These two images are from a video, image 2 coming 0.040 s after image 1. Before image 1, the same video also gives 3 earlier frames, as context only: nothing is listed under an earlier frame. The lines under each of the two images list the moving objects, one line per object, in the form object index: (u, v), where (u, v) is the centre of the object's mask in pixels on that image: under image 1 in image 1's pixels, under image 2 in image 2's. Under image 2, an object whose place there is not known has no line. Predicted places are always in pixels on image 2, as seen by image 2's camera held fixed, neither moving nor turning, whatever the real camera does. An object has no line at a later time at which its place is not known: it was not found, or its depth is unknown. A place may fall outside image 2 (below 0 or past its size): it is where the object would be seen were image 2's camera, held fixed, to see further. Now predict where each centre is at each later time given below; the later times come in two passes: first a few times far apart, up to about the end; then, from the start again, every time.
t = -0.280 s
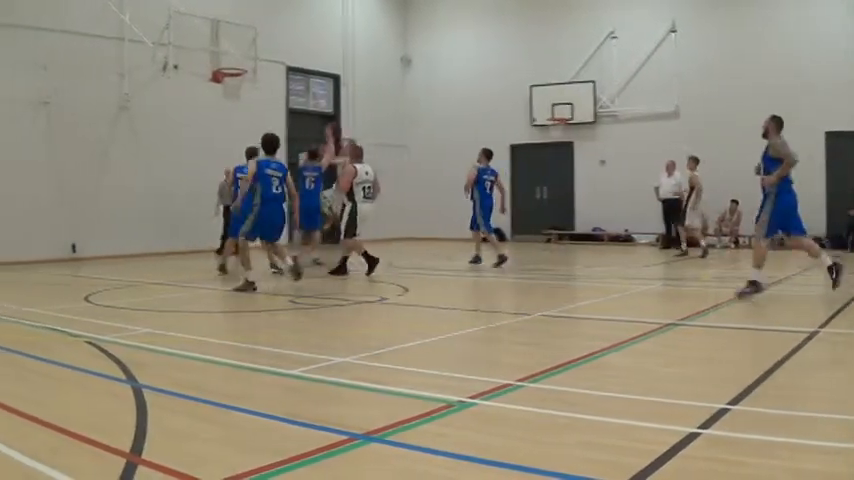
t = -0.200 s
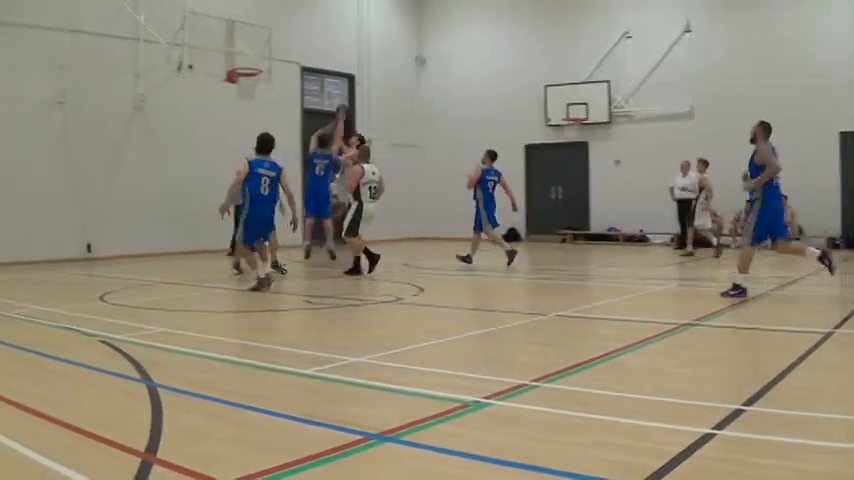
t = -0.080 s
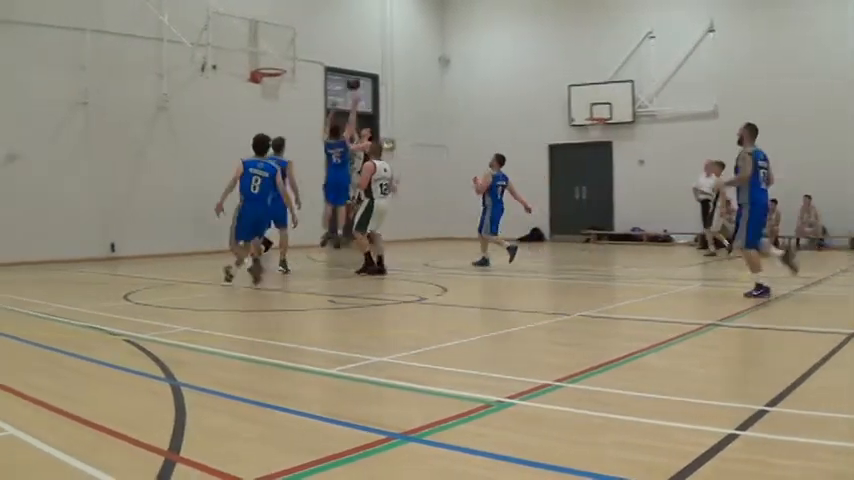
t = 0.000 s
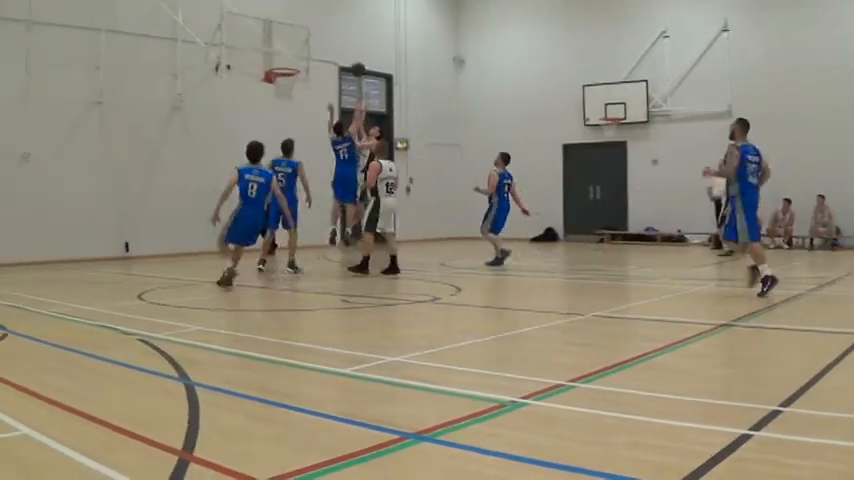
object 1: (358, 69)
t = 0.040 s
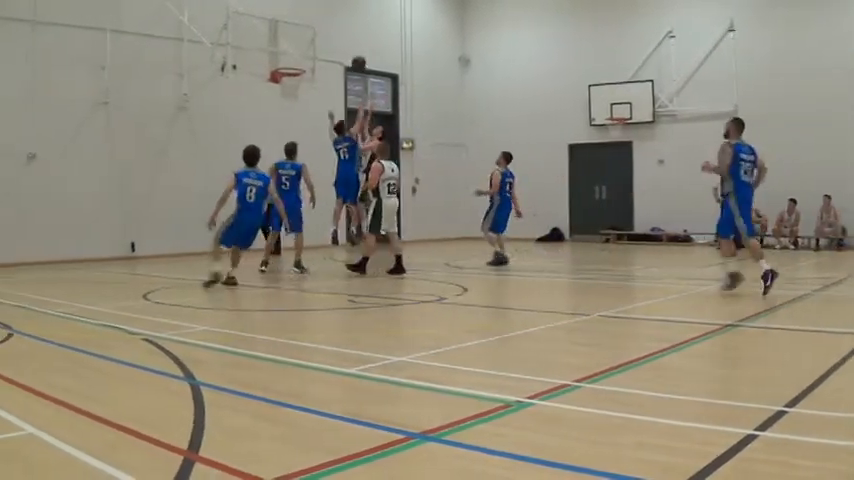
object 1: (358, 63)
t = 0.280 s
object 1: (330, 45)
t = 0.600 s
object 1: (292, 77)
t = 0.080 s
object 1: (354, 57)
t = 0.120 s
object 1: (349, 53)
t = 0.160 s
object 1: (345, 50)
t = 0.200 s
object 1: (340, 47)
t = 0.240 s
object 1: (335, 46)
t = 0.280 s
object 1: (330, 45)
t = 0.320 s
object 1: (326, 46)
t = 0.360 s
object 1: (321, 47)
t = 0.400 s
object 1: (315, 49)
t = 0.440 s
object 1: (311, 53)
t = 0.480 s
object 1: (306, 57)
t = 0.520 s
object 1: (301, 63)
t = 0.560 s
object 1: (297, 69)
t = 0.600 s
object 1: (292, 77)
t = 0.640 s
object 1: (288, 83)
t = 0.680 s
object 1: (286, 85)
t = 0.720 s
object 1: (284, 87)
